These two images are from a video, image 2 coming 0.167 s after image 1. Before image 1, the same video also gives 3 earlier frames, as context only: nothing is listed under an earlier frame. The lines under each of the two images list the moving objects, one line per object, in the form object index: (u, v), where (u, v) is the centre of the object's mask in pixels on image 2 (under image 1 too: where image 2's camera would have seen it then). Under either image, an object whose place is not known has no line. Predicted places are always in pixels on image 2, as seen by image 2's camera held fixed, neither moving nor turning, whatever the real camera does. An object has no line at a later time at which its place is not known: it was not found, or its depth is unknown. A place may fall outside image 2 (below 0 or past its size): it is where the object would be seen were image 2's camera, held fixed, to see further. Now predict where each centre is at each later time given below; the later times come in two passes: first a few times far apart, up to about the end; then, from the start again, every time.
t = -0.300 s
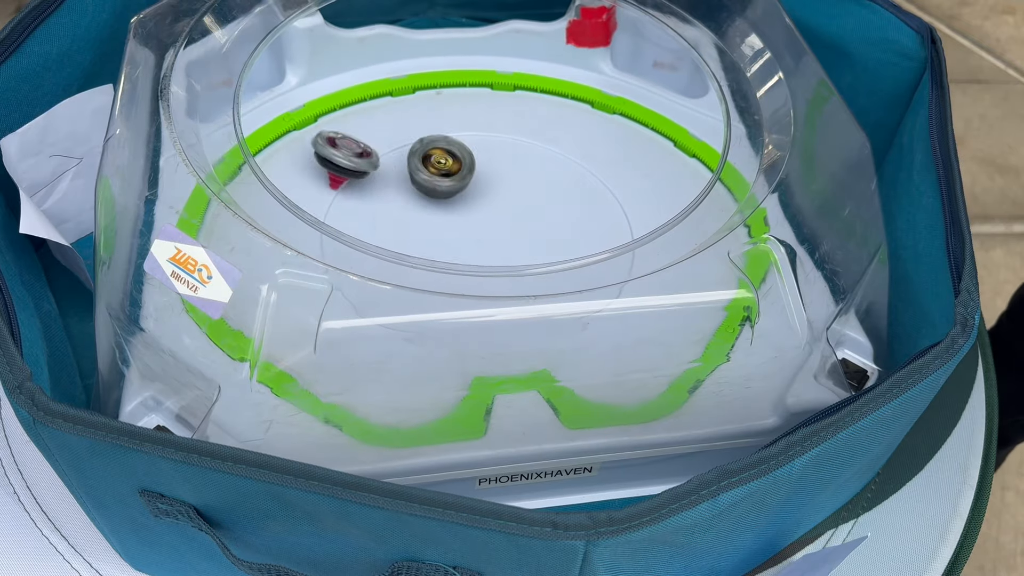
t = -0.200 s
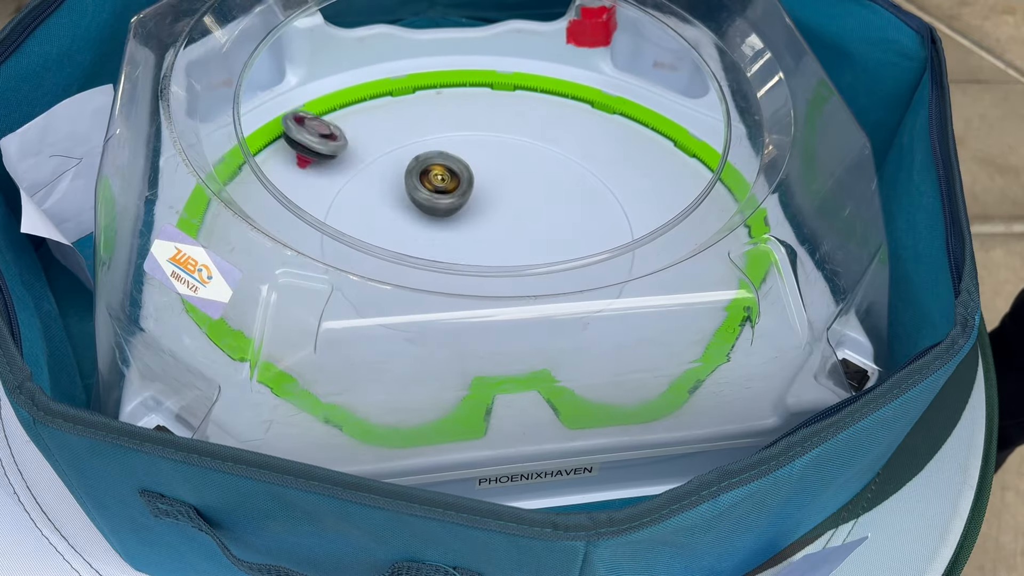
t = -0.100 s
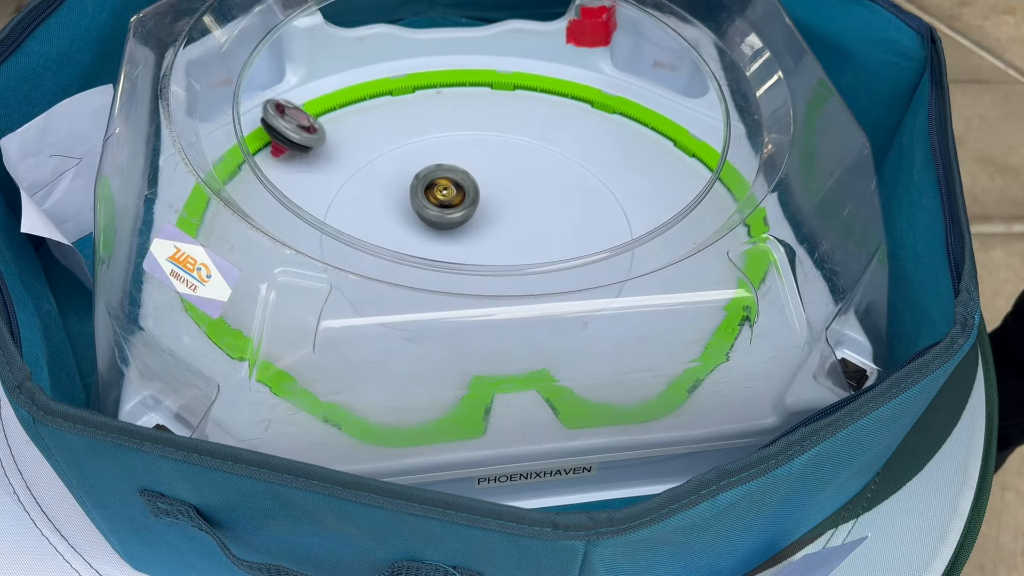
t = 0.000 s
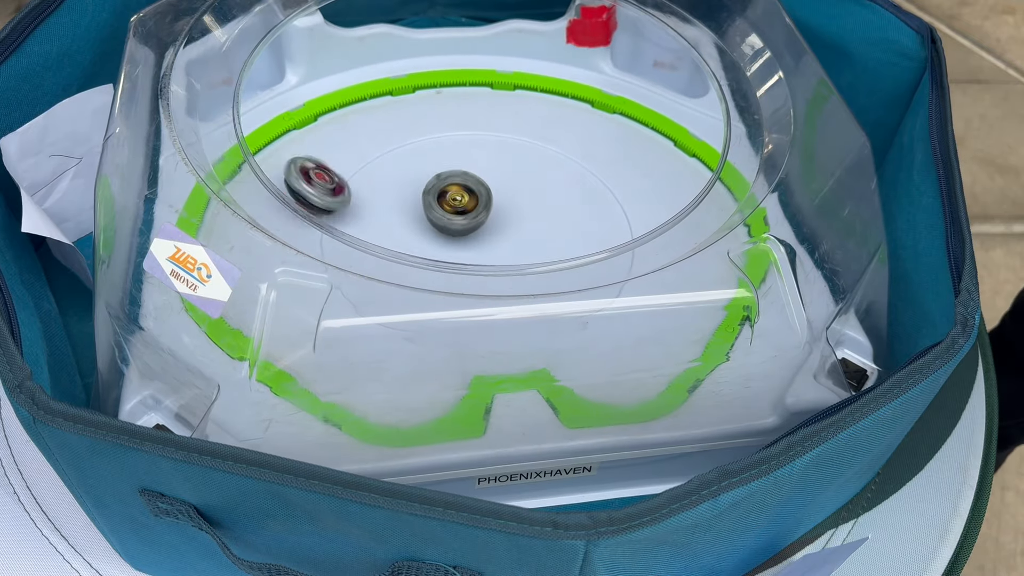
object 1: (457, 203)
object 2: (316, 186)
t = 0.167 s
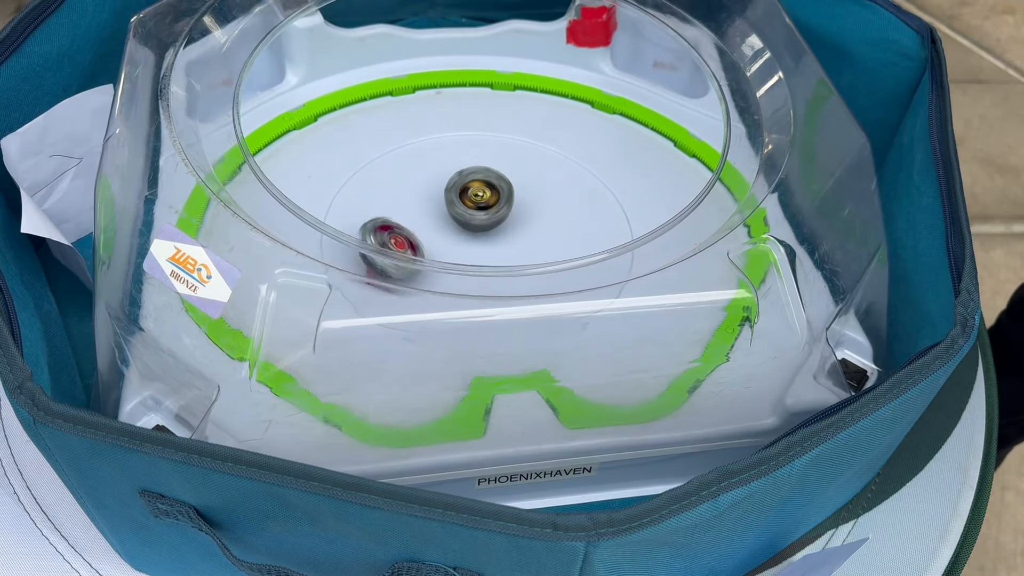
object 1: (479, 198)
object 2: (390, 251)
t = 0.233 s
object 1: (488, 195)
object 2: (435, 257)
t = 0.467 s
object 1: (509, 125)
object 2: (561, 259)
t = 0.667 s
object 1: (488, 127)
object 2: (589, 202)
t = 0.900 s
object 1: (462, 177)
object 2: (544, 112)
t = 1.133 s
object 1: (486, 203)
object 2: (542, 81)
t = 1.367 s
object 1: (519, 208)
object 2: (581, 141)
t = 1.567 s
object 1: (521, 215)
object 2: (604, 199)
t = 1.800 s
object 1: (496, 228)
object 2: (590, 236)
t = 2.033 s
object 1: (480, 238)
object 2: (576, 268)
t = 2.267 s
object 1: (472, 242)
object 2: (565, 289)
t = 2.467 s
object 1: (465, 241)
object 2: (545, 298)
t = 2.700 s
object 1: (452, 232)
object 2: (520, 317)
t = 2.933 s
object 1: (442, 223)
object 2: (496, 312)
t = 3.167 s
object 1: (430, 170)
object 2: (418, 264)
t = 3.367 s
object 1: (439, 146)
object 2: (358, 264)
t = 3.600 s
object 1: (449, 170)
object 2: (384, 228)
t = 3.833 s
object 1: (474, 184)
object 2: (356, 197)
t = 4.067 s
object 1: (505, 190)
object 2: (430, 192)
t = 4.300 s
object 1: (561, 203)
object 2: (389, 132)
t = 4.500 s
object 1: (549, 210)
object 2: (406, 186)
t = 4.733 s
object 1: (661, 255)
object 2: (395, 160)
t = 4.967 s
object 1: (681, 284)
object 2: (407, 214)
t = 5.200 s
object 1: (648, 299)
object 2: (549, 194)
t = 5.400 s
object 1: (592, 298)
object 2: (534, 121)
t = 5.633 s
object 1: (526, 272)
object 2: (423, 169)
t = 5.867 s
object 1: (719, 290)
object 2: (268, 175)
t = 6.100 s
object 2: (318, 279)
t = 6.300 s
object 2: (410, 296)
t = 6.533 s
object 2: (491, 197)
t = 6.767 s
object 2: (433, 110)
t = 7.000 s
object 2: (396, 84)
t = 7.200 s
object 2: (269, 248)
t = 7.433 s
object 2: (348, 362)
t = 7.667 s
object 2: (479, 266)
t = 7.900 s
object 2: (494, 112)
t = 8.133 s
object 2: (400, 139)
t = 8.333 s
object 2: (333, 206)
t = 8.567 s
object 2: (434, 281)
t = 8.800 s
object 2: (555, 229)
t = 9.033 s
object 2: (536, 144)
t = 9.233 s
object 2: (440, 132)
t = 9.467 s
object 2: (403, 222)
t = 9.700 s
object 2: (486, 293)
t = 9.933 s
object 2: (566, 232)
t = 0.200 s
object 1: (483, 196)
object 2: (412, 254)
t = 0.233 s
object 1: (488, 195)
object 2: (435, 257)
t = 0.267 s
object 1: (491, 194)
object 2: (459, 256)
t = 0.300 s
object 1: (493, 191)
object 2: (481, 244)
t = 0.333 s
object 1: (496, 182)
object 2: (502, 246)
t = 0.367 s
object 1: (502, 163)
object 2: (518, 255)
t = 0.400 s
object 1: (506, 147)
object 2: (534, 259)
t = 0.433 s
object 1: (508, 133)
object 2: (549, 261)
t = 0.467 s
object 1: (509, 125)
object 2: (561, 259)
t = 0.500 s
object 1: (508, 120)
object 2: (571, 253)
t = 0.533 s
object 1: (506, 118)
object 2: (579, 247)
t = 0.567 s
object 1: (502, 118)
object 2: (582, 233)
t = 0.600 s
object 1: (498, 119)
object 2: (587, 225)
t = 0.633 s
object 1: (493, 123)
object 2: (589, 214)
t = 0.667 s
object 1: (488, 127)
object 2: (589, 202)
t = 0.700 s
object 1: (483, 132)
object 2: (587, 186)
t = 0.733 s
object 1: (478, 139)
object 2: (584, 171)
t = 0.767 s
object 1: (473, 147)
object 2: (579, 156)
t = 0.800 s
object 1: (469, 155)
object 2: (574, 141)
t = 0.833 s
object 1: (466, 162)
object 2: (563, 126)
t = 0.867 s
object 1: (464, 170)
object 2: (552, 122)
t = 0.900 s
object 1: (462, 177)
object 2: (544, 112)
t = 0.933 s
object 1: (462, 184)
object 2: (537, 104)
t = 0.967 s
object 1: (463, 189)
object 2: (532, 98)
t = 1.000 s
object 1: (466, 194)
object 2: (530, 92)
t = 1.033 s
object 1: (470, 197)
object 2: (530, 87)
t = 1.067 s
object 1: (475, 200)
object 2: (534, 82)
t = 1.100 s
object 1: (480, 202)
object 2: (540, 79)
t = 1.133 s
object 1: (486, 203)
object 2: (542, 81)
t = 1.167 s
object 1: (492, 205)
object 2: (541, 91)
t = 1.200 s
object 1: (498, 207)
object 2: (543, 100)
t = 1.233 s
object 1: (502, 208)
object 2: (546, 108)
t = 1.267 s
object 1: (507, 209)
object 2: (552, 117)
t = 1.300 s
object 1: (512, 209)
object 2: (560, 125)
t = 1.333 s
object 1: (516, 209)
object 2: (571, 132)
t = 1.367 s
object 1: (519, 208)
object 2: (581, 141)
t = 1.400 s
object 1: (522, 208)
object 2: (590, 149)
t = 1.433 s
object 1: (524, 209)
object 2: (598, 159)
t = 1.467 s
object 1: (525, 211)
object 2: (600, 171)
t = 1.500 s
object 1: (526, 212)
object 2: (602, 181)
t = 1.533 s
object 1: (525, 214)
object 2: (604, 190)
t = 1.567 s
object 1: (521, 215)
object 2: (604, 199)
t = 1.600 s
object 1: (517, 218)
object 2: (604, 209)
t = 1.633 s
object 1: (515, 219)
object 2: (603, 217)
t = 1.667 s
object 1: (513, 220)
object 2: (601, 222)
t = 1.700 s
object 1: (509, 221)
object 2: (599, 226)
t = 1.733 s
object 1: (504, 223)
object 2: (597, 230)
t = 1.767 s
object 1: (499, 226)
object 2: (595, 238)
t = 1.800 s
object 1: (496, 228)
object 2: (590, 236)
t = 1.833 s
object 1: (494, 230)
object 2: (590, 245)
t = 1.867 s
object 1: (491, 231)
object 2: (588, 251)
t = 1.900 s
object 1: (489, 233)
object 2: (586, 253)
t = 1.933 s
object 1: (486, 234)
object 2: (584, 255)
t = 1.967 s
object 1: (483, 236)
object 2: (582, 258)
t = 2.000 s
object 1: (481, 238)
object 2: (580, 258)
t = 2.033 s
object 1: (480, 238)
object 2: (576, 268)
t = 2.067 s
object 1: (479, 239)
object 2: (575, 271)
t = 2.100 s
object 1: (478, 240)
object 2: (574, 273)
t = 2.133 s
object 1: (476, 241)
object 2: (573, 275)
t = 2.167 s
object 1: (474, 242)
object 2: (572, 277)
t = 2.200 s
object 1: (473, 242)
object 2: (570, 279)
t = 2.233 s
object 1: (473, 242)
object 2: (569, 286)
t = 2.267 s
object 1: (472, 242)
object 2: (565, 289)
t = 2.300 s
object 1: (470, 242)
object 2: (562, 286)
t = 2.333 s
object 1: (468, 242)
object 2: (559, 291)
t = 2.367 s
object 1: (467, 242)
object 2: (554, 292)
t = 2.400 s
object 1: (467, 242)
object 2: (551, 294)
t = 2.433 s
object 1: (466, 242)
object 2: (548, 296)
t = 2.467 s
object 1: (465, 241)
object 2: (545, 298)
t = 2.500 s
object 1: (464, 241)
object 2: (541, 301)
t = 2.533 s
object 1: (461, 240)
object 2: (539, 303)
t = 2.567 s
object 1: (458, 238)
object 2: (534, 306)
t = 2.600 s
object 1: (456, 237)
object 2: (531, 309)
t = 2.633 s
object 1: (454, 235)
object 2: (526, 311)
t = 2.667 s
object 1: (453, 234)
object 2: (524, 314)
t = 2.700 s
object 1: (452, 232)
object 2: (520, 317)
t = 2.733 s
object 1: (450, 231)
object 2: (518, 320)
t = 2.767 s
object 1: (449, 229)
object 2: (514, 323)
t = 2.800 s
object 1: (448, 228)
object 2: (512, 325)
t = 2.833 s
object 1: (446, 226)
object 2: (509, 324)
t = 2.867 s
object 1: (445, 225)
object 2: (505, 322)
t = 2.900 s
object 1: (443, 224)
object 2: (501, 318)
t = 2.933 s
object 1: (442, 223)
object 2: (496, 312)
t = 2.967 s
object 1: (440, 221)
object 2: (491, 303)
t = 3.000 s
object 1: (439, 220)
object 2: (485, 295)
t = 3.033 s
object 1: (438, 218)
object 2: (476, 282)
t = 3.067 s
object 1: (436, 215)
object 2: (464, 270)
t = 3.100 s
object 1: (433, 202)
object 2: (449, 263)
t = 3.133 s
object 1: (430, 186)
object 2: (435, 265)
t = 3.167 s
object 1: (430, 170)
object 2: (418, 264)
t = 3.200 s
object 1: (431, 159)
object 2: (401, 264)
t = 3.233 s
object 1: (432, 150)
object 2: (385, 264)
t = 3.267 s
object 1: (434, 145)
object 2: (371, 264)
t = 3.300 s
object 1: (436, 143)
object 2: (356, 270)
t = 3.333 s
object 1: (438, 143)
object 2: (351, 268)
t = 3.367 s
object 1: (439, 146)
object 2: (358, 264)
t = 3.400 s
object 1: (441, 148)
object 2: (363, 261)
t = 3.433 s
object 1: (443, 152)
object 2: (370, 258)
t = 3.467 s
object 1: (444, 156)
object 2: (376, 256)
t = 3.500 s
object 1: (445, 159)
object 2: (380, 252)
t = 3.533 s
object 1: (445, 163)
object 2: (383, 245)
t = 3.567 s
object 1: (447, 166)
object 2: (384, 239)
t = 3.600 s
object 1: (449, 170)
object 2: (384, 228)
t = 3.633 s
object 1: (451, 173)
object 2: (381, 222)
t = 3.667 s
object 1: (454, 176)
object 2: (377, 216)
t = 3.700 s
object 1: (457, 179)
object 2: (374, 209)
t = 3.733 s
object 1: (460, 181)
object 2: (369, 203)
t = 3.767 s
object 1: (465, 183)
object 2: (364, 198)
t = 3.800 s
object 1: (469, 183)
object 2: (360, 196)
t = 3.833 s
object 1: (474, 184)
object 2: (356, 197)
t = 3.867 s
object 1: (479, 185)
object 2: (356, 199)
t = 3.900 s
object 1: (483, 185)
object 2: (360, 203)
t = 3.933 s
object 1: (487, 186)
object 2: (370, 206)
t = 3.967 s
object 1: (491, 188)
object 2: (383, 207)
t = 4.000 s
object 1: (496, 189)
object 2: (399, 205)
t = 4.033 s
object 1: (501, 189)
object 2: (416, 199)
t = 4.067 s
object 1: (505, 190)
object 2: (430, 192)
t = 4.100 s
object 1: (515, 192)
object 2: (437, 181)
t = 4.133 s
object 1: (532, 195)
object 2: (432, 167)
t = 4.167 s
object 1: (543, 197)
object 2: (426, 154)
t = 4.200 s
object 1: (552, 199)
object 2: (417, 143)
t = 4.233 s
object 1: (557, 200)
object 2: (407, 134)
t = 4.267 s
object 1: (560, 202)
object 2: (395, 128)
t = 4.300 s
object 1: (561, 203)
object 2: (389, 132)
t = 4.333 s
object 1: (560, 204)
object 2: (384, 139)
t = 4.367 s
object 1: (559, 204)
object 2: (380, 145)
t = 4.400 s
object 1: (557, 205)
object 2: (380, 152)
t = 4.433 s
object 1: (555, 206)
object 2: (384, 161)
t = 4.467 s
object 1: (552, 208)
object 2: (392, 174)
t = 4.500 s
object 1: (549, 210)
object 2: (406, 186)
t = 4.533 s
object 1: (547, 212)
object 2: (424, 196)
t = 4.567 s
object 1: (544, 214)
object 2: (445, 203)
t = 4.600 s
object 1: (542, 216)
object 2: (466, 206)
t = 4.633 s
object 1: (579, 226)
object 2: (450, 194)
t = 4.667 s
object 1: (622, 237)
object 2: (427, 180)
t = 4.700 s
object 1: (643, 238)
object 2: (409, 168)
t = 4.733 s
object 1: (661, 255)
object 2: (395, 160)
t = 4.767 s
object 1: (673, 260)
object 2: (385, 156)
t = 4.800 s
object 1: (680, 264)
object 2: (377, 158)
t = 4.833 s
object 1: (682, 271)
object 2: (372, 164)
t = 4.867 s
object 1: (682, 275)
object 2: (372, 175)
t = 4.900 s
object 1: (683, 279)
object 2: (377, 189)
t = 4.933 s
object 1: (682, 282)
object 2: (389, 202)
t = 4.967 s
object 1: (681, 284)
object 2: (407, 214)
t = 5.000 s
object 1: (679, 287)
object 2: (429, 222)
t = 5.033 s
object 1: (676, 290)
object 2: (454, 226)
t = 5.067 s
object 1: (673, 293)
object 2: (479, 226)
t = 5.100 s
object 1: (669, 295)
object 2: (501, 222)
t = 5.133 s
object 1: (663, 297)
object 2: (521, 215)
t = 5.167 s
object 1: (657, 299)
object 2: (537, 206)
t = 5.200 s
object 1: (648, 299)
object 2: (549, 194)
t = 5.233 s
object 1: (640, 300)
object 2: (558, 181)
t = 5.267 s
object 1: (630, 300)
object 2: (562, 166)
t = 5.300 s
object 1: (621, 300)
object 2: (563, 151)
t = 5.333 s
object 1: (611, 300)
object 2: (560, 137)
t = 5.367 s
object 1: (601, 299)
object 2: (550, 124)
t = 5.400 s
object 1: (592, 298)
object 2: (534, 121)
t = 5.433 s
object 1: (582, 298)
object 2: (517, 120)
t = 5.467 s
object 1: (573, 297)
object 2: (498, 118)
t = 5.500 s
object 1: (564, 293)
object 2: (478, 119)
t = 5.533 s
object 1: (554, 285)
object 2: (460, 125)
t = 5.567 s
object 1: (543, 280)
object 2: (445, 136)
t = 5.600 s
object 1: (534, 277)
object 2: (432, 151)
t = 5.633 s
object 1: (526, 272)
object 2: (423, 169)
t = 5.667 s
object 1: (518, 267)
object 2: (419, 188)
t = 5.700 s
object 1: (512, 262)
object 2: (422, 206)
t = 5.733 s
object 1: (505, 257)
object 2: (427, 225)
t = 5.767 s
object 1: (533, 262)
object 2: (406, 226)
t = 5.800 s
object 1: (601, 274)
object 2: (351, 208)
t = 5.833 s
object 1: (661, 276)
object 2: (309, 186)
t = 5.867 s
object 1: (719, 290)
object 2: (268, 175)
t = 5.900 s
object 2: (239, 166)
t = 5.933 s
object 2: (221, 173)
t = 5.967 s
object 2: (241, 198)
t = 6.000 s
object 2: (264, 229)
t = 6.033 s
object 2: (284, 242)
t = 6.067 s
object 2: (302, 268)
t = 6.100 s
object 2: (318, 279)
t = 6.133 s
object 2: (337, 289)
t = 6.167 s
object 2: (354, 302)
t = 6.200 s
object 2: (371, 304)
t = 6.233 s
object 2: (384, 303)
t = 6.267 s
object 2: (396, 300)
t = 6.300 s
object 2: (410, 296)
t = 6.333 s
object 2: (429, 290)
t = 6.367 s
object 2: (450, 278)
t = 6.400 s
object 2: (465, 262)
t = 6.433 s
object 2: (476, 246)
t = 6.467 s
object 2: (485, 230)
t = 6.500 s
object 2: (489, 212)
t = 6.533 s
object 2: (491, 197)
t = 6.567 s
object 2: (489, 180)
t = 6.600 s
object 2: (483, 163)
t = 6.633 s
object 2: (475, 148)
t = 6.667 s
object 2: (467, 134)
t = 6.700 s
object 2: (455, 120)
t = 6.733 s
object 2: (443, 111)
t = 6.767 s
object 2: (433, 110)
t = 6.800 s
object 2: (425, 105)
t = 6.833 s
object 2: (421, 102)
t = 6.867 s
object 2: (417, 95)
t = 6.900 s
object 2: (416, 88)
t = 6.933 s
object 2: (415, 80)
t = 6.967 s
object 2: (414, 73)
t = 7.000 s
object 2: (396, 84)
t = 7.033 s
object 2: (370, 116)
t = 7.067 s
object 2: (344, 144)
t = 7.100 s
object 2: (323, 170)
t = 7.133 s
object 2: (302, 197)
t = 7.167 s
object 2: (283, 224)
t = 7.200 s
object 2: (269, 248)
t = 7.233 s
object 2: (263, 270)
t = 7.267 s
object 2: (261, 293)
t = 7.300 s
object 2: (265, 309)
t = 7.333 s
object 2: (281, 320)
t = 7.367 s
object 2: (299, 337)
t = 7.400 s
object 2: (321, 352)
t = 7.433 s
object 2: (348, 362)
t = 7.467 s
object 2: (376, 379)
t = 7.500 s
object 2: (407, 389)
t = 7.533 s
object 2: (435, 380)
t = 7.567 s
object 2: (447, 346)
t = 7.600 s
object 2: (458, 324)
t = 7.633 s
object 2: (469, 293)
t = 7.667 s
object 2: (479, 266)
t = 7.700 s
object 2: (485, 239)
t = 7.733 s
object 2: (491, 215)
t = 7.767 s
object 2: (495, 189)
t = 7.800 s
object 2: (498, 164)
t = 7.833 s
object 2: (498, 144)
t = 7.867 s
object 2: (498, 125)
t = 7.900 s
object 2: (494, 112)
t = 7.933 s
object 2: (487, 108)
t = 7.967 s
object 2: (478, 116)
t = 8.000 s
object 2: (466, 119)
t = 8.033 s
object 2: (453, 124)
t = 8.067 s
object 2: (437, 129)
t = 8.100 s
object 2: (420, 134)
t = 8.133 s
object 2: (400, 139)
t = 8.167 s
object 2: (380, 144)
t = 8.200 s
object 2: (361, 152)
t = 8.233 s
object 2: (346, 161)
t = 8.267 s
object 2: (342, 178)
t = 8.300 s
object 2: (336, 192)
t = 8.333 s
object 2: (333, 206)
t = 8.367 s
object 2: (333, 220)
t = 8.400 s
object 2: (339, 235)
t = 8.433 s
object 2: (350, 250)
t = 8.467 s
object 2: (365, 261)
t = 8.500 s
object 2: (386, 270)
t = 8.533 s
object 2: (408, 278)
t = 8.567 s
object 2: (434, 281)
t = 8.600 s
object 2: (458, 281)
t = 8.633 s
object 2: (481, 278)
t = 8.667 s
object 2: (502, 271)
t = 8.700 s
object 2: (520, 263)
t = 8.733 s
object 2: (534, 252)
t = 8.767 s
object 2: (546, 239)
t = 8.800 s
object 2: (555, 229)
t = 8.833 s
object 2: (560, 216)
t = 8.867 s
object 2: (562, 203)
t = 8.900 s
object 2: (562, 189)
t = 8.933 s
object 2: (560, 177)
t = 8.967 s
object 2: (554, 165)
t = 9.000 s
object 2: (546, 154)
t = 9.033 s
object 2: (536, 144)
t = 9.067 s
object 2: (523, 136)
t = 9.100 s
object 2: (508, 129)
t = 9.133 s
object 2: (491, 125)
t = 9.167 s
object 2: (474, 123)
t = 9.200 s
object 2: (457, 126)
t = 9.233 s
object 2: (440, 132)
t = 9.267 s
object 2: (426, 140)
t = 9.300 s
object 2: (414, 151)
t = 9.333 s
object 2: (405, 165)
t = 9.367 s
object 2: (399, 179)
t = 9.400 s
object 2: (397, 193)
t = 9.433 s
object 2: (399, 208)
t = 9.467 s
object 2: (403, 222)
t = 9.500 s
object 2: (411, 232)
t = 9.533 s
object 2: (417, 246)
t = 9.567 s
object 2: (426, 259)
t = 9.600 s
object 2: (436, 272)
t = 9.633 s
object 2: (451, 281)
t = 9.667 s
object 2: (467, 290)
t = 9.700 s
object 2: (486, 293)
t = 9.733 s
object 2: (504, 293)
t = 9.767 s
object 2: (523, 291)
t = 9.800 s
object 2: (541, 280)
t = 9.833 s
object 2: (553, 272)
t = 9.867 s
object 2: (562, 255)
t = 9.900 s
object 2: (565, 240)
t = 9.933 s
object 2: (566, 232)
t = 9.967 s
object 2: (562, 220)
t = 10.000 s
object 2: (555, 207)
